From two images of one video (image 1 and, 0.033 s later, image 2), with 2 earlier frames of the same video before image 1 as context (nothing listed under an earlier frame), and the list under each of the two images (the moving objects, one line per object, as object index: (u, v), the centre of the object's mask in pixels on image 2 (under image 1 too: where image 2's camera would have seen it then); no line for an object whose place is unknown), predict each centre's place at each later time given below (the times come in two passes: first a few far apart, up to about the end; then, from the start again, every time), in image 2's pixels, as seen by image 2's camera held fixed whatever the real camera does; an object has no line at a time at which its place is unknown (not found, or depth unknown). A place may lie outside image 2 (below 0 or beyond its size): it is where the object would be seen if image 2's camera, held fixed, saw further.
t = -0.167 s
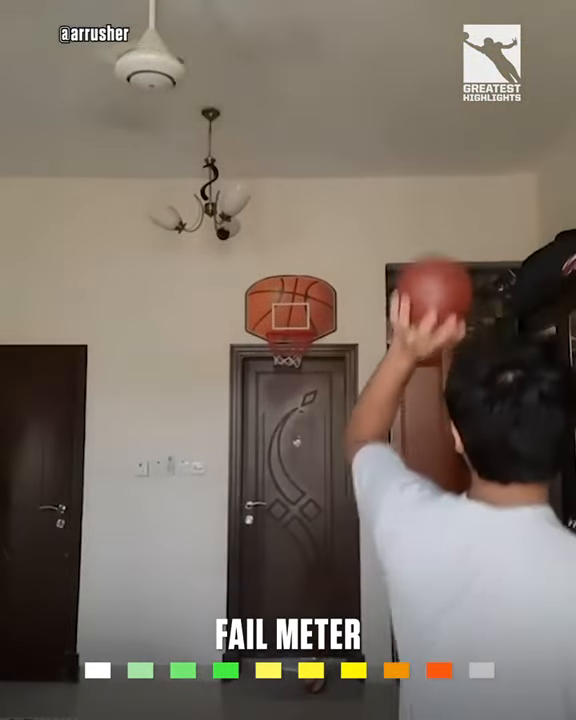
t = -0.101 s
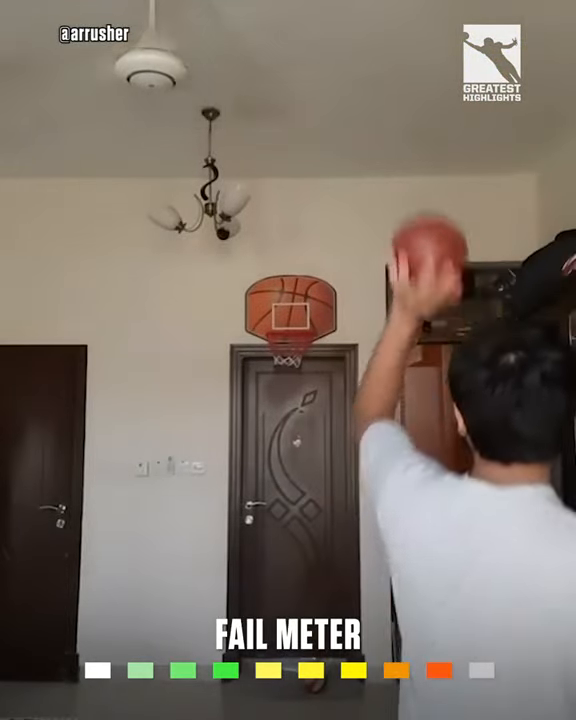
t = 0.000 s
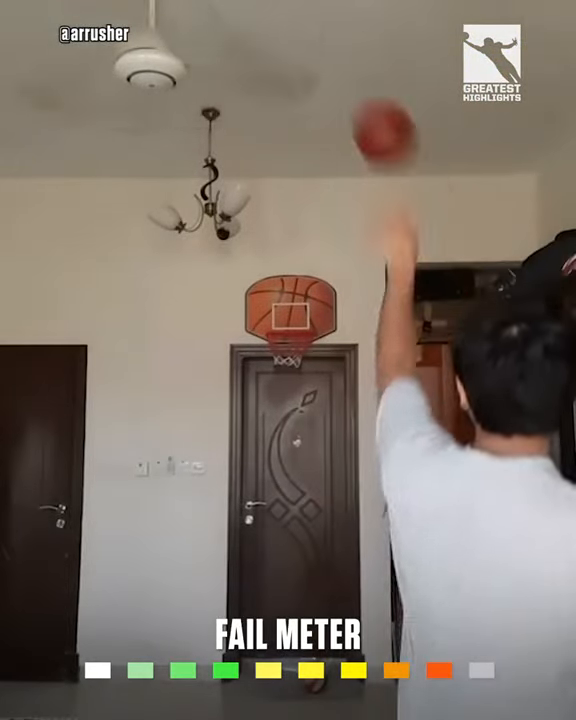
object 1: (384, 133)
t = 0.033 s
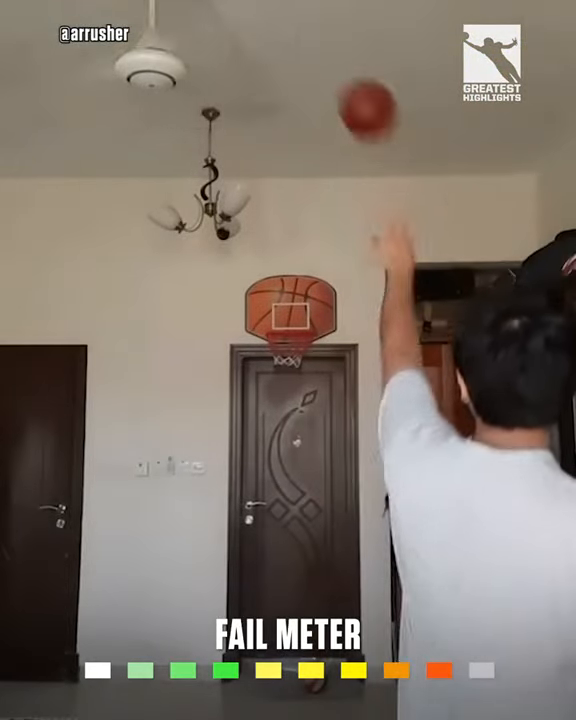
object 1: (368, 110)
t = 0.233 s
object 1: (310, 85)
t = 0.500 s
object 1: (225, 141)
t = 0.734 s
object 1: (258, 148)
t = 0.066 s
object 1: (354, 93)
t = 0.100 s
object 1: (342, 84)
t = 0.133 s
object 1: (332, 80)
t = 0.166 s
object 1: (324, 79)
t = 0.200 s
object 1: (316, 81)
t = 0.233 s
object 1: (310, 85)
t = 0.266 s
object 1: (304, 90)
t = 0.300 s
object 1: (282, 102)
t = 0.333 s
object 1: (262, 115)
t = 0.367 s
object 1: (245, 126)
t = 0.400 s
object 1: (230, 140)
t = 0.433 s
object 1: (217, 153)
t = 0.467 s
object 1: (220, 148)
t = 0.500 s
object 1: (225, 141)
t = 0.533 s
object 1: (230, 137)
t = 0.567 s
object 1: (234, 135)
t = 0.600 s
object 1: (238, 133)
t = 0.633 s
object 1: (244, 133)
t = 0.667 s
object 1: (249, 136)
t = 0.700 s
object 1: (254, 141)
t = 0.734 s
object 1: (258, 148)
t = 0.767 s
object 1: (263, 156)
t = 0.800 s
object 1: (269, 167)
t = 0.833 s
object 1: (274, 181)
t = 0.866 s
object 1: (278, 197)
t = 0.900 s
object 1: (283, 212)
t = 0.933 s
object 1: (289, 231)
